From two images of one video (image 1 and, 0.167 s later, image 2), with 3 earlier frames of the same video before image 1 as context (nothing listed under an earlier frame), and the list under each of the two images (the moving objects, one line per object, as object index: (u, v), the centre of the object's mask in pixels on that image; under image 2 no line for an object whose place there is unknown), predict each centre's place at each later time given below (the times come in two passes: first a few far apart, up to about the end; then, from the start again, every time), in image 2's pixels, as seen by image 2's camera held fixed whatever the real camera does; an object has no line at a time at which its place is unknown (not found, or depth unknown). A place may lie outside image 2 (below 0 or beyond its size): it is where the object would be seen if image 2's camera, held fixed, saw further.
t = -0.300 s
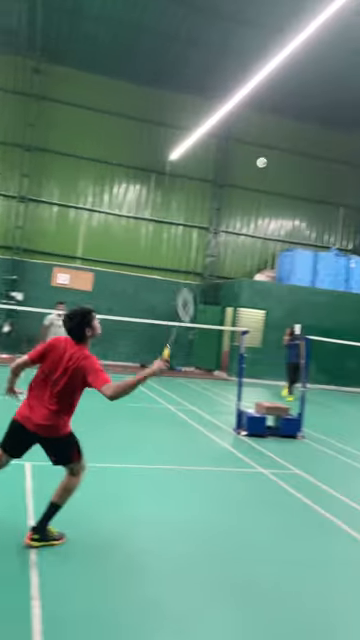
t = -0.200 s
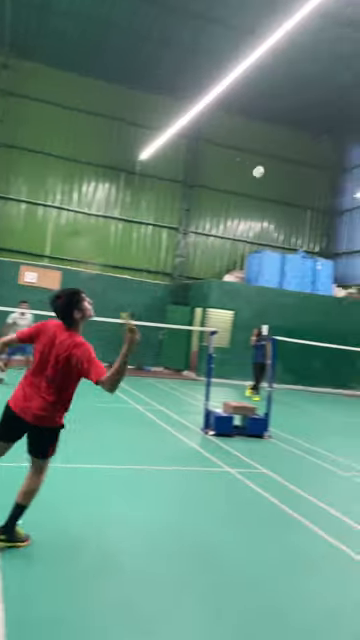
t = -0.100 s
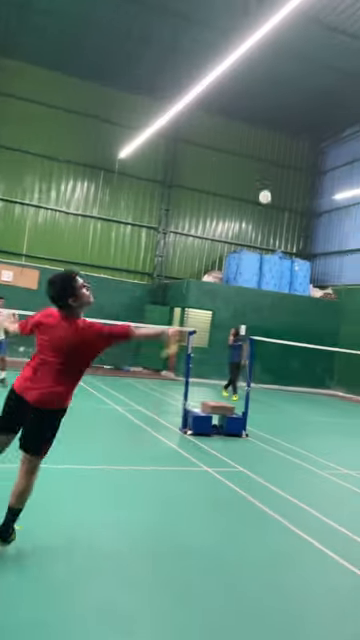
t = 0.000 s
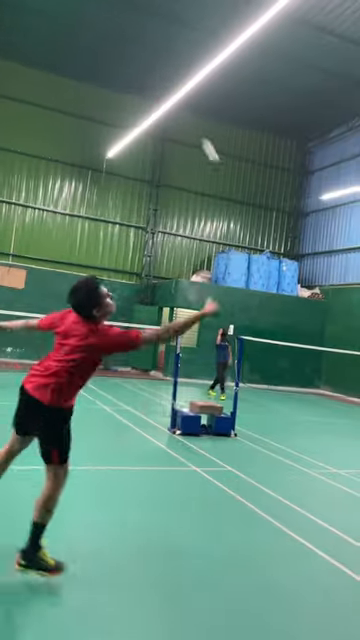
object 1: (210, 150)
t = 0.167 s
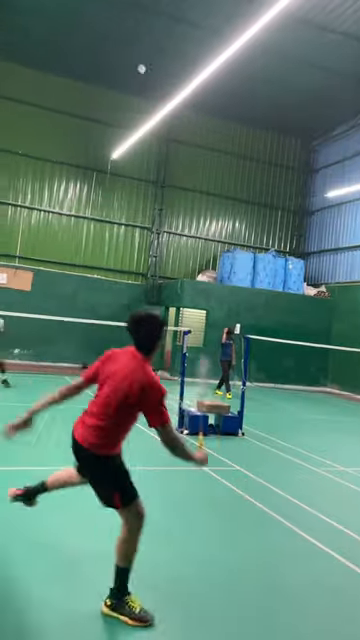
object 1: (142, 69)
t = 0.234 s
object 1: (129, 62)
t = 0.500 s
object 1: (103, 72)
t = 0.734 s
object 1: (90, 108)
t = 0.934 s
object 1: (82, 149)
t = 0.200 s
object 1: (135, 64)
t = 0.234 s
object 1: (129, 62)
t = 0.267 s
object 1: (125, 61)
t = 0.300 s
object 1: (121, 61)
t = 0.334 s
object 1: (117, 61)
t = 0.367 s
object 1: (114, 62)
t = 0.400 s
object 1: (111, 63)
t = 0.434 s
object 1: (109, 66)
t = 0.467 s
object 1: (106, 69)
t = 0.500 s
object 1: (103, 72)
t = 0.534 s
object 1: (101, 76)
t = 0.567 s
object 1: (99, 80)
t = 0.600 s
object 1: (97, 85)
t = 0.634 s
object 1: (95, 90)
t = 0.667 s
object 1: (93, 96)
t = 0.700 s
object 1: (92, 100)
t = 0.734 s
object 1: (90, 108)
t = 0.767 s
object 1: (89, 114)
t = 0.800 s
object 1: (87, 121)
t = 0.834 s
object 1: (86, 125)
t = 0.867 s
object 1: (84, 135)
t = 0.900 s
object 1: (83, 142)
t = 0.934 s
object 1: (82, 149)
